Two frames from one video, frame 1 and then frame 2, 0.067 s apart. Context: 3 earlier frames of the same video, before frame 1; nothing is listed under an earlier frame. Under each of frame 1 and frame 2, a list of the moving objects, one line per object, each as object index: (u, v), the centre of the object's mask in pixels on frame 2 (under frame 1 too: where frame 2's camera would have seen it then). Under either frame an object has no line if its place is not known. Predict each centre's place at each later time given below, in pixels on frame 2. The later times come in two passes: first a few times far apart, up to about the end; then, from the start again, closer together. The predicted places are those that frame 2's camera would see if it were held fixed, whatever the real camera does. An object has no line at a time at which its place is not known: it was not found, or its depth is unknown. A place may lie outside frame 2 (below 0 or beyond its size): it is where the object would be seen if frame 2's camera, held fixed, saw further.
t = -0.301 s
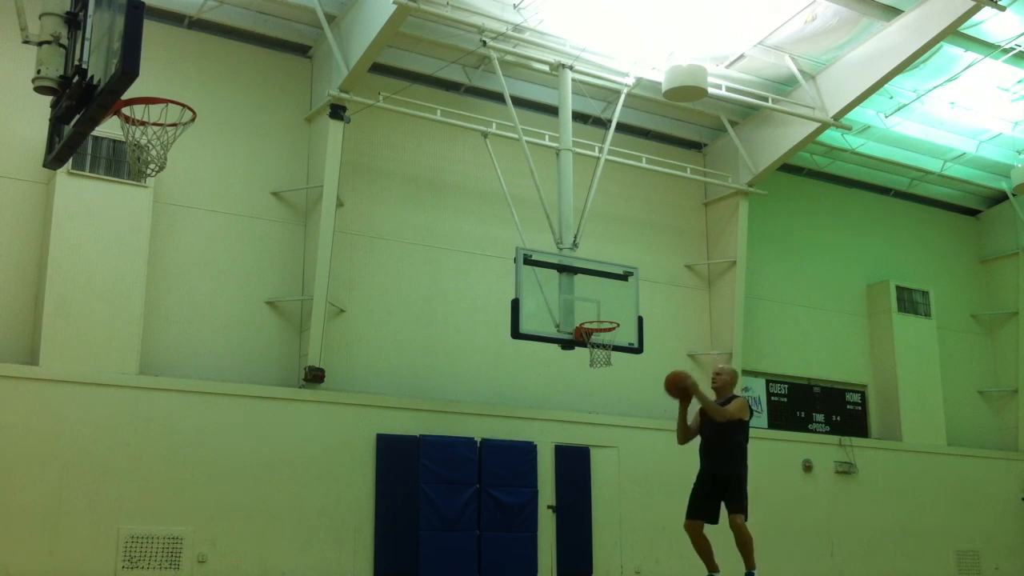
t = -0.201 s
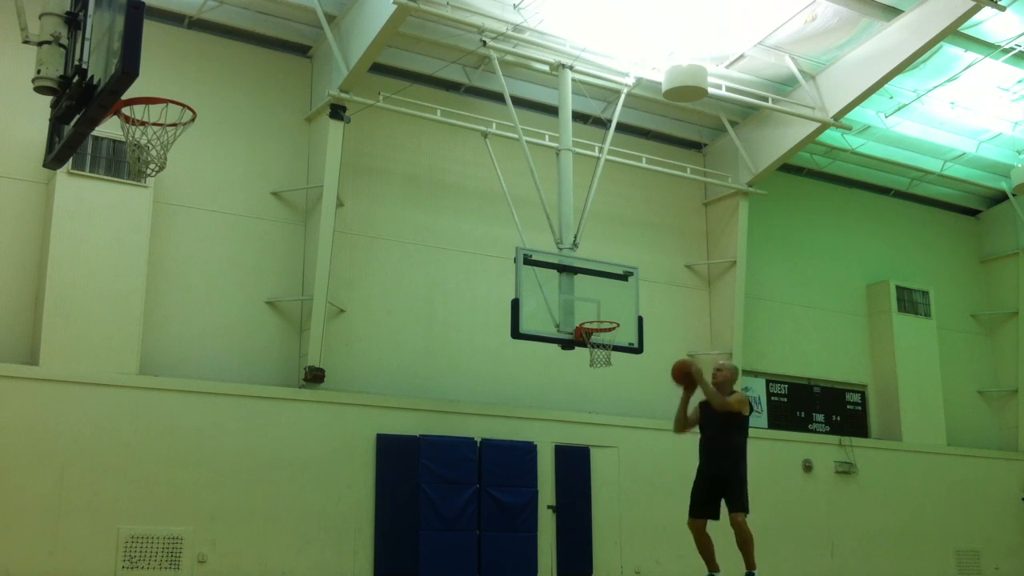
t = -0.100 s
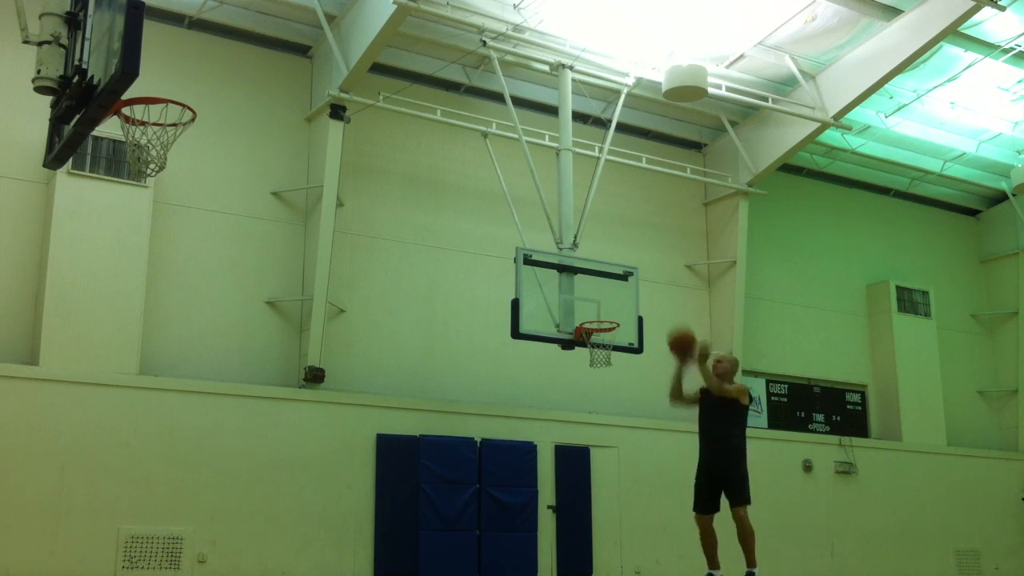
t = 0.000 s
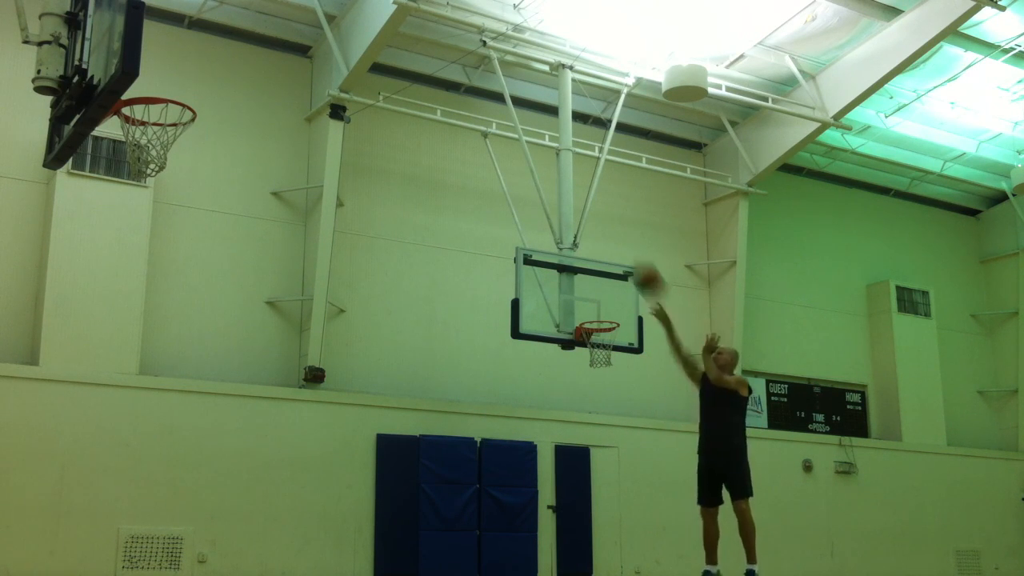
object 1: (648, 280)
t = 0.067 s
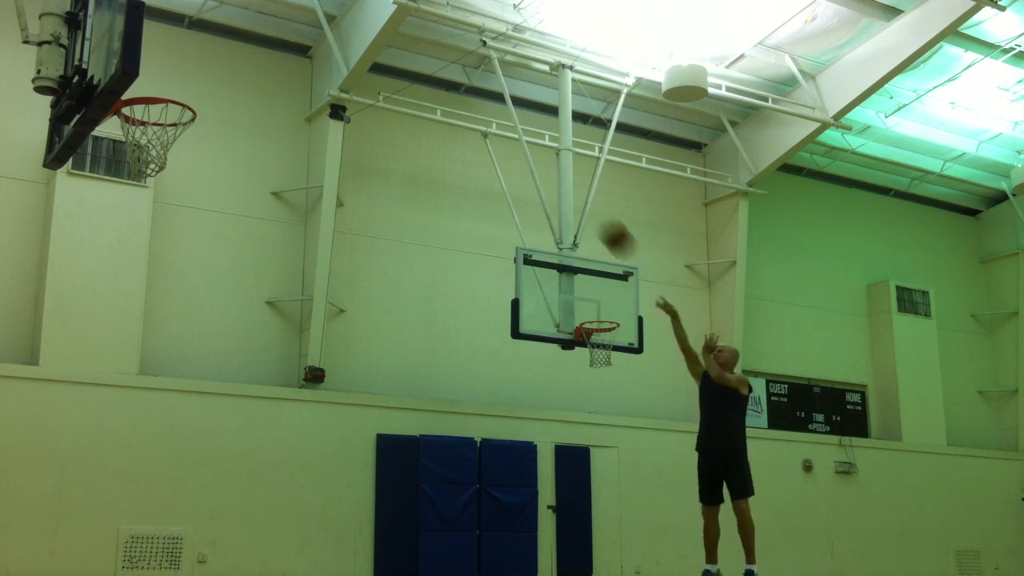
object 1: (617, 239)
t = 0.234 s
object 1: (536, 152)
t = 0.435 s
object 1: (438, 84)
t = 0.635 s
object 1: (325, 59)
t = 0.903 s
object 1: (157, 106)
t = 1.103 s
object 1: (141, 202)
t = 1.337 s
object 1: (154, 374)
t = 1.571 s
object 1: (181, 524)
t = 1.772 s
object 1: (240, 407)
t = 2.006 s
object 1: (302, 347)
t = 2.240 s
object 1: (357, 366)
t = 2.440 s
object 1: (399, 442)
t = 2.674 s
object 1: (446, 556)
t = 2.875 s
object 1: (483, 476)
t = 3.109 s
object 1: (523, 456)
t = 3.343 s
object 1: (562, 507)
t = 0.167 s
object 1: (569, 183)
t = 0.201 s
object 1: (552, 167)
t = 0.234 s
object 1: (536, 152)
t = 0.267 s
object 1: (520, 137)
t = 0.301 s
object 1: (504, 124)
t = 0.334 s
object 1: (488, 112)
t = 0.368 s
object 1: (470, 100)
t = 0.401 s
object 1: (454, 93)
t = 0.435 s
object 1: (438, 84)
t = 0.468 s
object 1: (420, 77)
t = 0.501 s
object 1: (402, 71)
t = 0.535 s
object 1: (383, 66)
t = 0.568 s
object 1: (364, 63)
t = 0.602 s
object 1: (346, 60)
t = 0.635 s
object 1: (325, 59)
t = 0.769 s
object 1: (244, 71)
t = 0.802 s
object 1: (224, 77)
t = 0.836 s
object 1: (203, 85)
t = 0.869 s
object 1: (181, 92)
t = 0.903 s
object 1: (157, 106)
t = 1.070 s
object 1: (139, 184)
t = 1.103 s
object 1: (141, 202)
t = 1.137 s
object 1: (144, 220)
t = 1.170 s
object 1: (146, 241)
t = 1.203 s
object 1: (148, 262)
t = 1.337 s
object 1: (154, 374)
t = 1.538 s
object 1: (170, 551)
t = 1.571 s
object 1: (181, 524)
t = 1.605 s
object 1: (190, 501)
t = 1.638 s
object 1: (201, 479)
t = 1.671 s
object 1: (211, 458)
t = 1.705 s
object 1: (221, 439)
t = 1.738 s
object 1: (230, 423)
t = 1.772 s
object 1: (240, 407)
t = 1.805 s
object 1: (250, 393)
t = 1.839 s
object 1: (260, 381)
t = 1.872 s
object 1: (268, 371)
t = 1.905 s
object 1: (277, 362)
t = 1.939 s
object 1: (286, 355)
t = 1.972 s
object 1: (294, 350)
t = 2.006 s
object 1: (302, 347)
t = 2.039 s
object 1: (310, 345)
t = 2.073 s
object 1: (318, 345)
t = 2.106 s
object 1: (327, 346)
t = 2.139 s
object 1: (334, 348)
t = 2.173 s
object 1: (341, 353)
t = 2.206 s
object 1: (349, 358)
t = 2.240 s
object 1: (357, 366)
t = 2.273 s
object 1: (364, 374)
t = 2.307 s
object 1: (371, 385)
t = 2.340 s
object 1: (379, 397)
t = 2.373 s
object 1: (386, 411)
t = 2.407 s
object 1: (393, 424)
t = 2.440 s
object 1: (399, 442)
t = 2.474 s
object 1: (406, 458)
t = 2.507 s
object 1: (414, 480)
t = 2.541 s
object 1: (420, 502)
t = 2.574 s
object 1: (427, 525)
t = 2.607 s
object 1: (434, 550)
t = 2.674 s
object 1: (446, 556)
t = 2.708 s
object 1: (453, 539)
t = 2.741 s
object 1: (459, 522)
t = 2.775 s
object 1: (465, 509)
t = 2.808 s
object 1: (471, 497)
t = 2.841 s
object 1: (477, 486)
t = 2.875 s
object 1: (483, 476)
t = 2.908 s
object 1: (490, 469)
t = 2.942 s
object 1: (495, 463)
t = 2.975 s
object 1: (501, 458)
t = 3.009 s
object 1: (506, 456)
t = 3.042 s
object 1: (513, 454)
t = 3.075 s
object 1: (517, 455)
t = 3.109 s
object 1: (523, 456)
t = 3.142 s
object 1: (528, 458)
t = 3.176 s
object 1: (534, 463)
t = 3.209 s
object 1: (540, 469)
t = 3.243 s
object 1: (545, 476)
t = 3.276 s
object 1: (551, 485)
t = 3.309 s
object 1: (556, 496)
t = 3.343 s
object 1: (562, 507)
